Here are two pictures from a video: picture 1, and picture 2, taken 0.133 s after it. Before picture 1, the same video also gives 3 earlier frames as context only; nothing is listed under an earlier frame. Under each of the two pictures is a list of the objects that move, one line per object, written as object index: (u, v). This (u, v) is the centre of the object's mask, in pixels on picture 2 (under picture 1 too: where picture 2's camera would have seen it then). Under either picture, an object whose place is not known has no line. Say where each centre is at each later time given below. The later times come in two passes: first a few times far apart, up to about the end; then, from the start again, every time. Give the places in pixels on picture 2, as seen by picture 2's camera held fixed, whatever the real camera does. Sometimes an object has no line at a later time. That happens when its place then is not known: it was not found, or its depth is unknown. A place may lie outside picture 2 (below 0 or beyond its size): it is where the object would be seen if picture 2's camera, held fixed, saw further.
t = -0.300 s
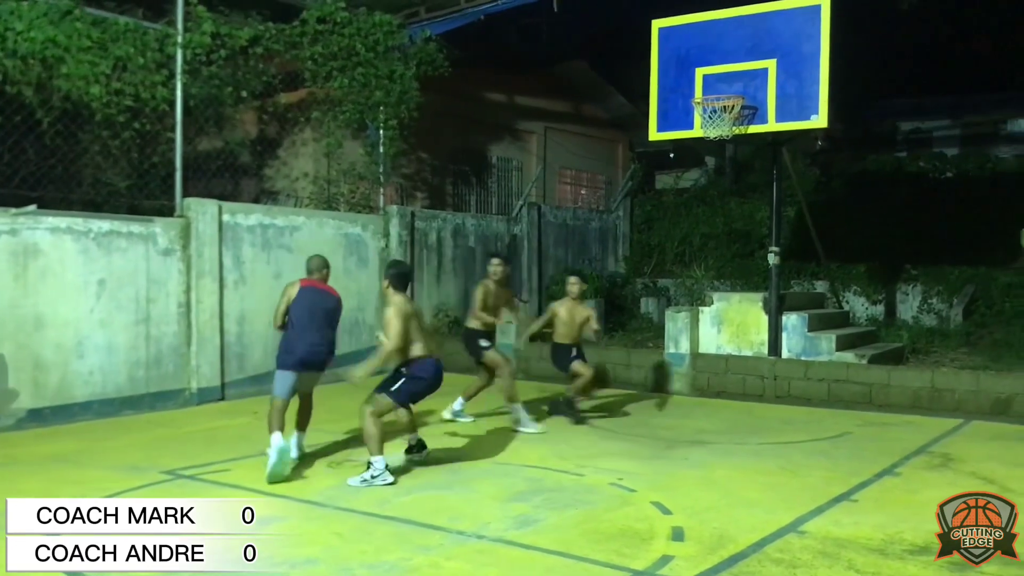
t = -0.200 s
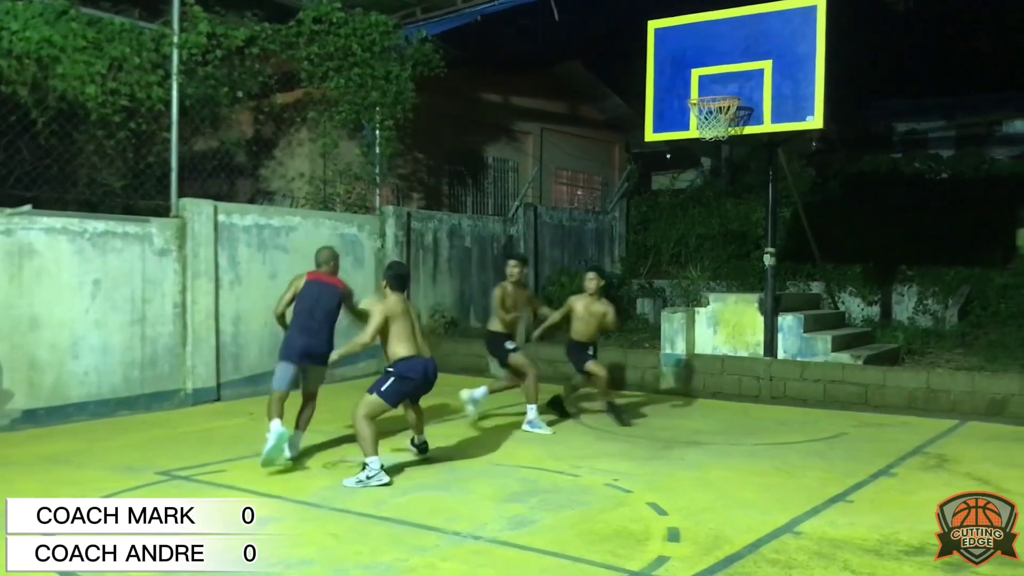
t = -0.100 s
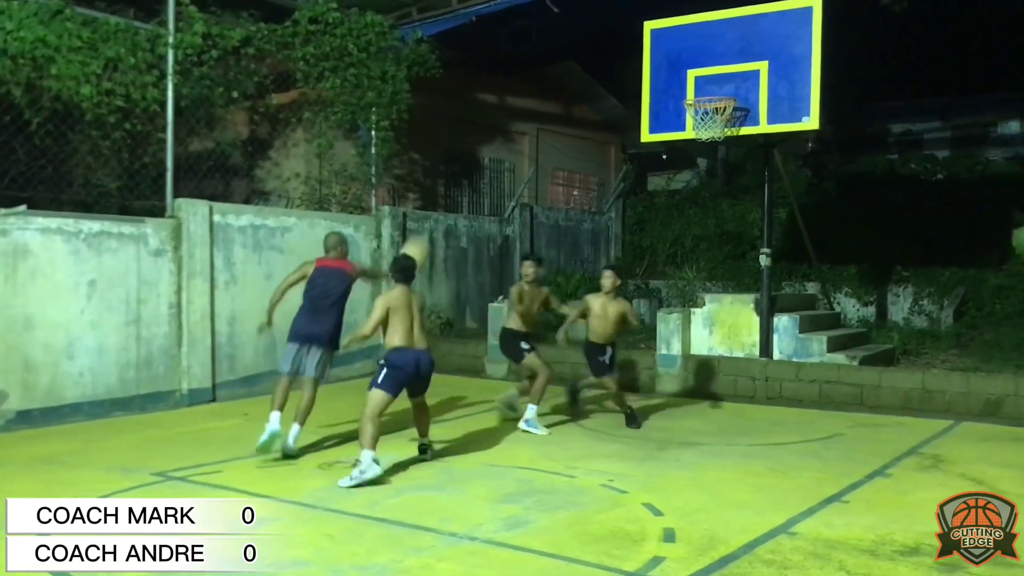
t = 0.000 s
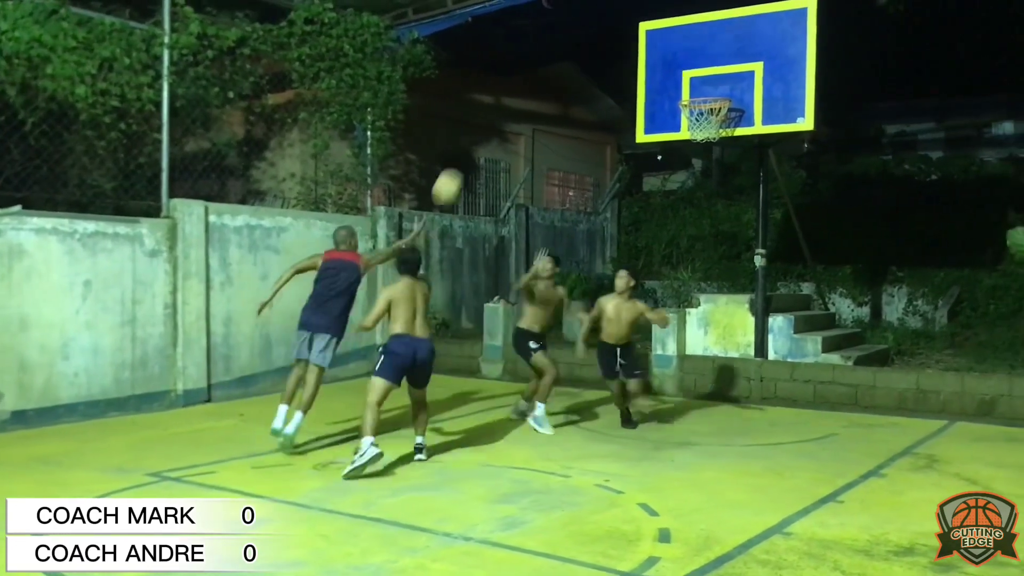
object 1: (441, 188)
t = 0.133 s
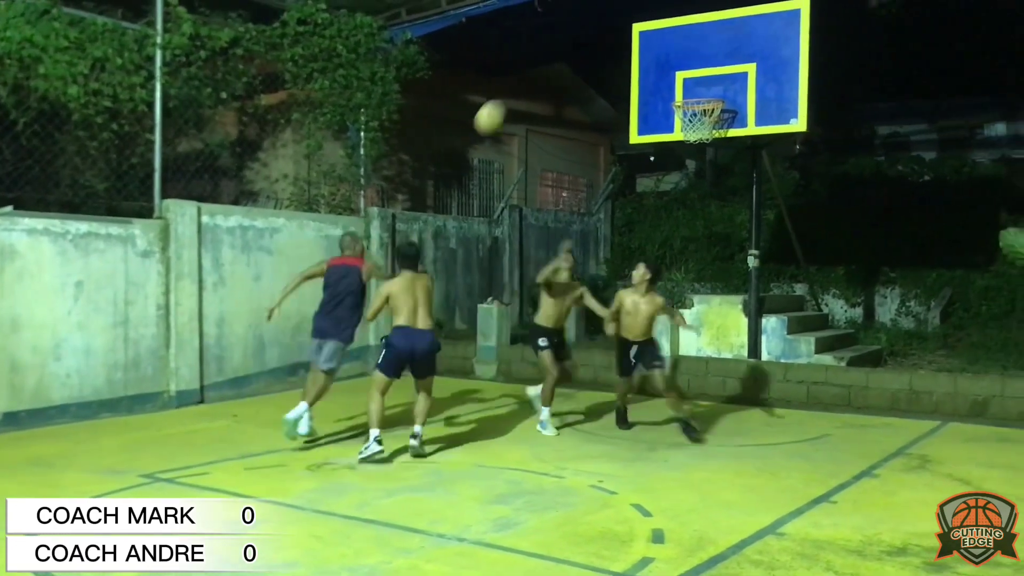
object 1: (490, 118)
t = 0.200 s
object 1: (514, 91)
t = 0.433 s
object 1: (595, 37)
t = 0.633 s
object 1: (659, 40)
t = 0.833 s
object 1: (721, 85)
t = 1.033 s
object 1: (743, 80)
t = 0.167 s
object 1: (502, 104)
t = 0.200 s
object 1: (514, 91)
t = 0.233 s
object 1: (526, 79)
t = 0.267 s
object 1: (538, 69)
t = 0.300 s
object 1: (549, 60)
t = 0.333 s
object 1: (561, 53)
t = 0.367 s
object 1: (572, 47)
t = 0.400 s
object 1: (584, 42)
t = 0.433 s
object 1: (595, 37)
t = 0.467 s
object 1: (606, 35)
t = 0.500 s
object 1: (617, 34)
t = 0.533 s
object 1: (627, 34)
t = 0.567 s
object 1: (637, 34)
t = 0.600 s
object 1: (649, 37)
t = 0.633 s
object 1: (659, 40)
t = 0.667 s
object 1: (670, 44)
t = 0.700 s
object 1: (680, 51)
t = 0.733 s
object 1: (690, 56)
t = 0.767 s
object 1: (700, 64)
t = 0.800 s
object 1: (710, 74)
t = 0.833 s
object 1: (721, 85)
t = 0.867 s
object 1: (731, 91)
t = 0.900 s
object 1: (740, 92)
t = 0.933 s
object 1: (742, 88)
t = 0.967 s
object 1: (742, 84)
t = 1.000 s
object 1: (742, 81)
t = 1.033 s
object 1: (743, 80)
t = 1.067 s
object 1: (744, 80)
